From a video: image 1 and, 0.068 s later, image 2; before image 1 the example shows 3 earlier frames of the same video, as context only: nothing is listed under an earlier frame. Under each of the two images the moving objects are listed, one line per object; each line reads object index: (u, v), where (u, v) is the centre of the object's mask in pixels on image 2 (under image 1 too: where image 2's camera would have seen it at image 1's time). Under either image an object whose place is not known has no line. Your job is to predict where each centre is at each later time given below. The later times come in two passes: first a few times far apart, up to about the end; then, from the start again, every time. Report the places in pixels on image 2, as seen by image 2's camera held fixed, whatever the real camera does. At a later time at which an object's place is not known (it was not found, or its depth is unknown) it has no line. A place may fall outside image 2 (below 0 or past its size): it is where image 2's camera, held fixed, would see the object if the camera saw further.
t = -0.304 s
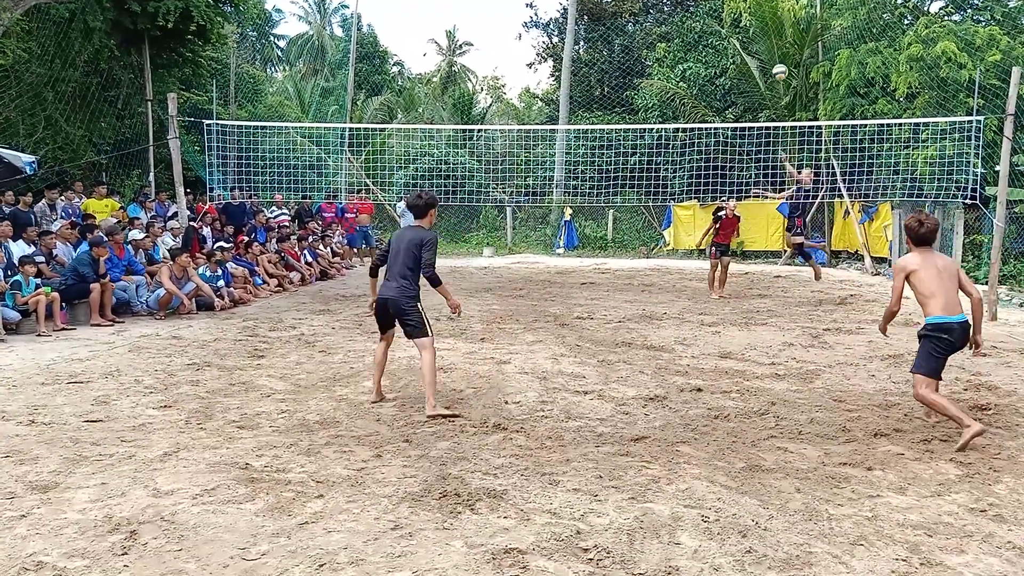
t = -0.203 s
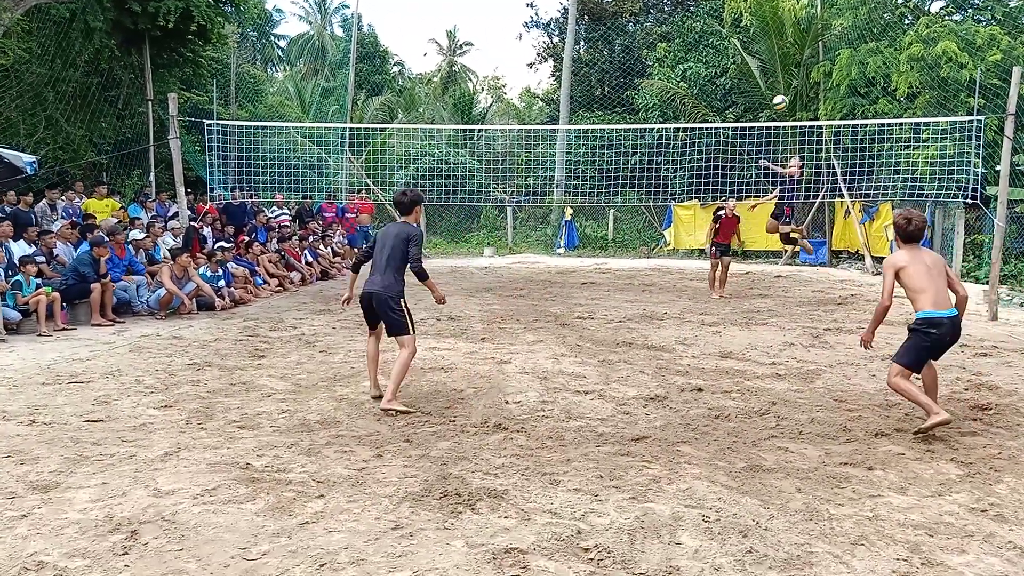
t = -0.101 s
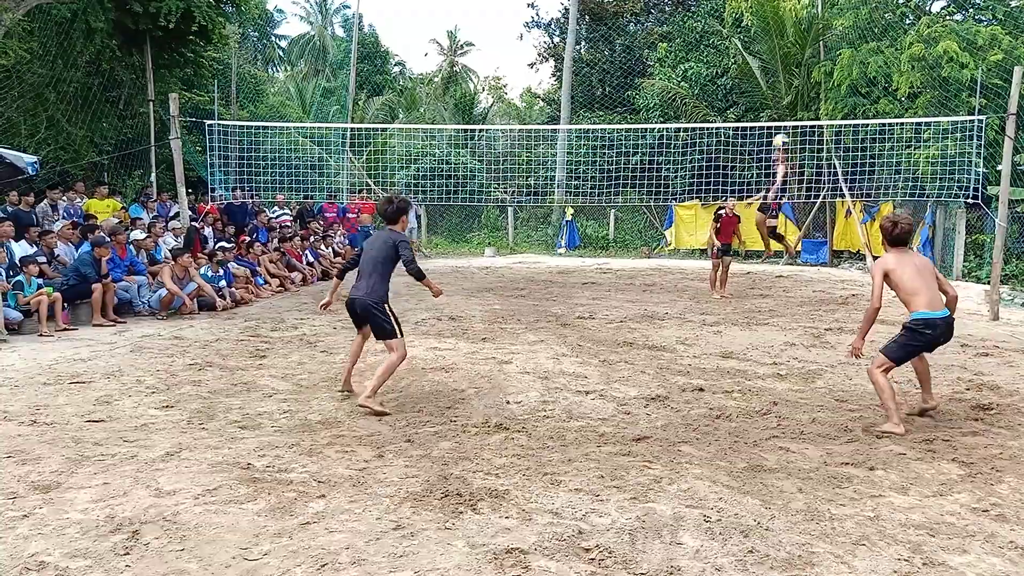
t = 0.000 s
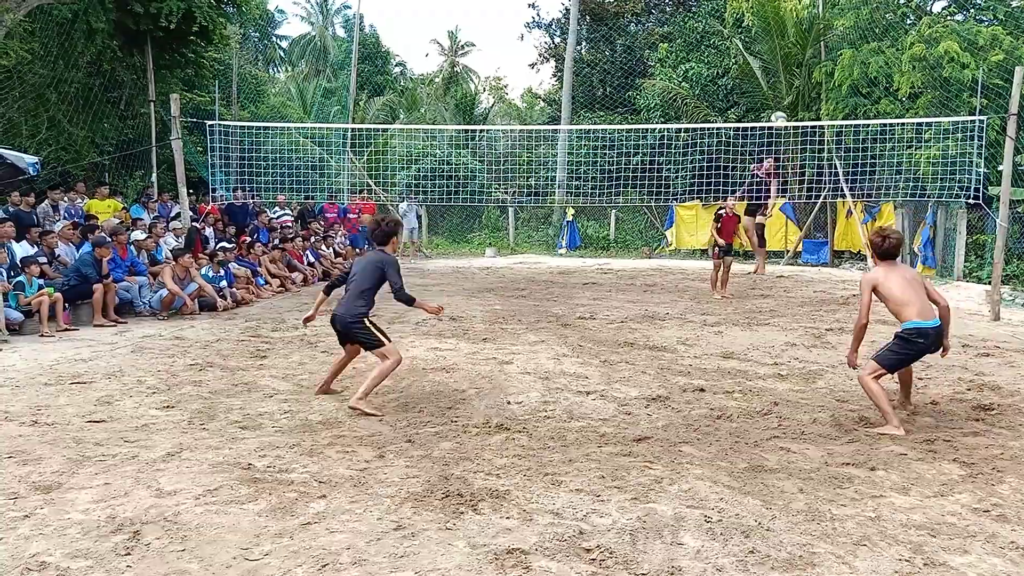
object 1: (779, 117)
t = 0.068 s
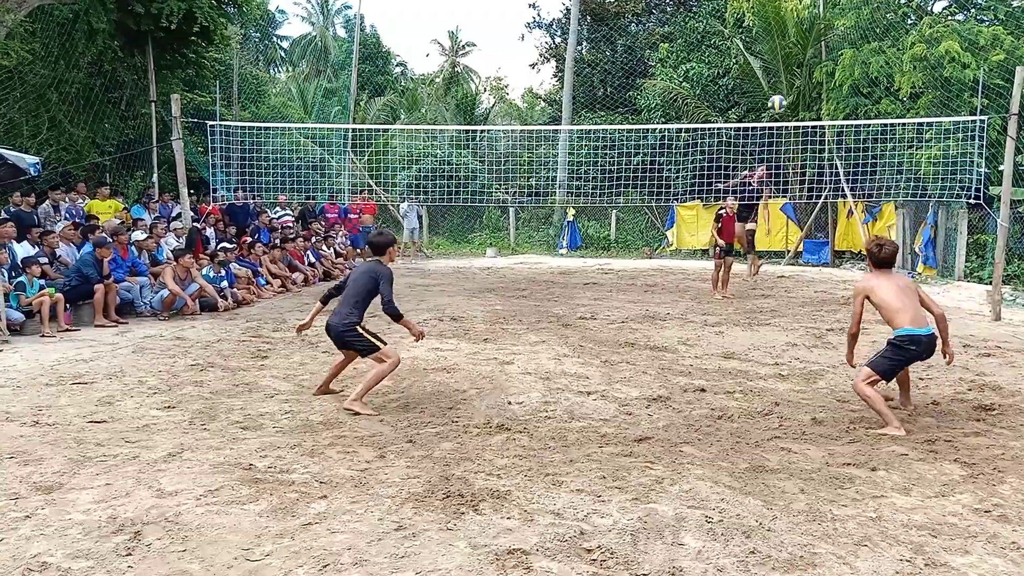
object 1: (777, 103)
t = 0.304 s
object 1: (769, 68)
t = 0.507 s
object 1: (760, 75)
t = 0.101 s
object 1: (776, 96)
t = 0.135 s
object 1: (775, 90)
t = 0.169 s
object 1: (774, 84)
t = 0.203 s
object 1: (772, 78)
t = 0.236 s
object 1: (772, 75)
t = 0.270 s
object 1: (770, 70)
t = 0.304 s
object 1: (769, 68)
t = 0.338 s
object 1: (769, 66)
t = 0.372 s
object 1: (768, 65)
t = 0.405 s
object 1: (766, 65)
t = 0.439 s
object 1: (765, 67)
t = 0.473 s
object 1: (762, 71)
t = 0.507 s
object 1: (760, 75)
